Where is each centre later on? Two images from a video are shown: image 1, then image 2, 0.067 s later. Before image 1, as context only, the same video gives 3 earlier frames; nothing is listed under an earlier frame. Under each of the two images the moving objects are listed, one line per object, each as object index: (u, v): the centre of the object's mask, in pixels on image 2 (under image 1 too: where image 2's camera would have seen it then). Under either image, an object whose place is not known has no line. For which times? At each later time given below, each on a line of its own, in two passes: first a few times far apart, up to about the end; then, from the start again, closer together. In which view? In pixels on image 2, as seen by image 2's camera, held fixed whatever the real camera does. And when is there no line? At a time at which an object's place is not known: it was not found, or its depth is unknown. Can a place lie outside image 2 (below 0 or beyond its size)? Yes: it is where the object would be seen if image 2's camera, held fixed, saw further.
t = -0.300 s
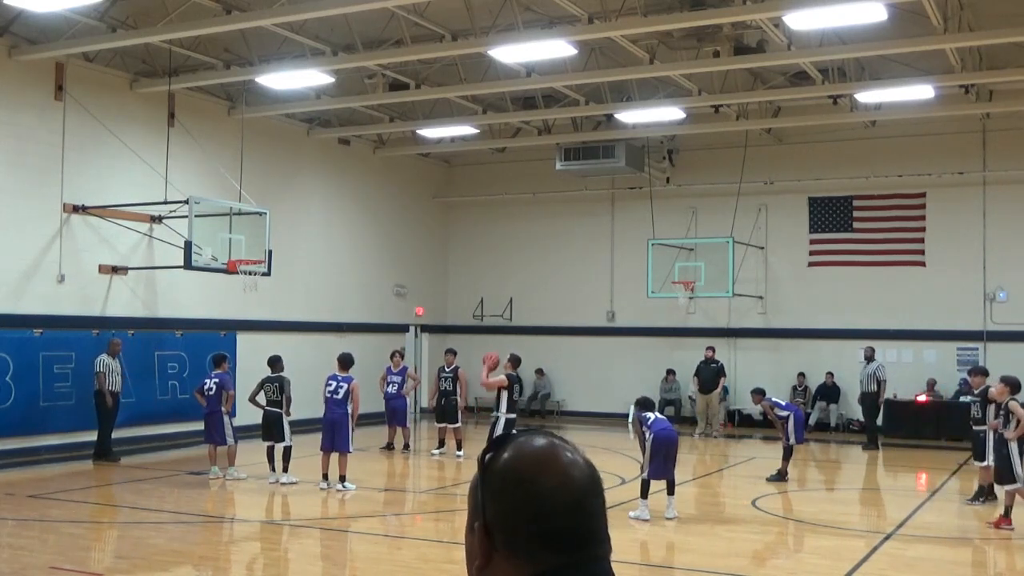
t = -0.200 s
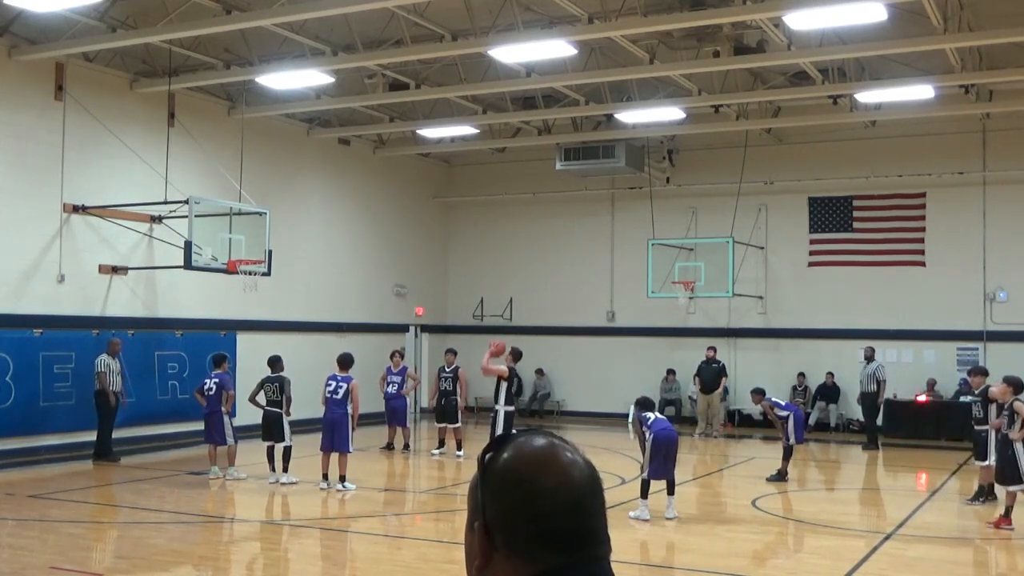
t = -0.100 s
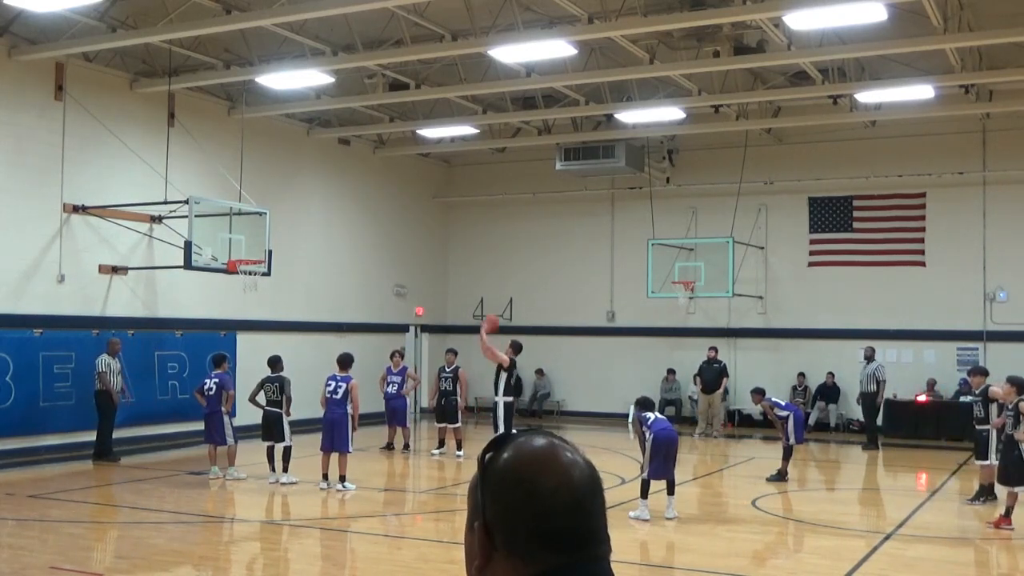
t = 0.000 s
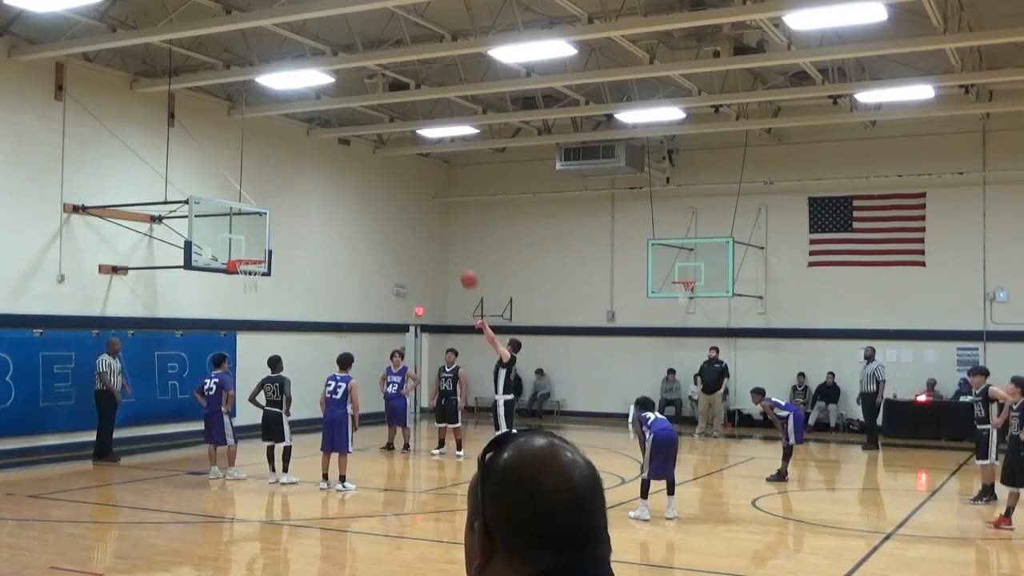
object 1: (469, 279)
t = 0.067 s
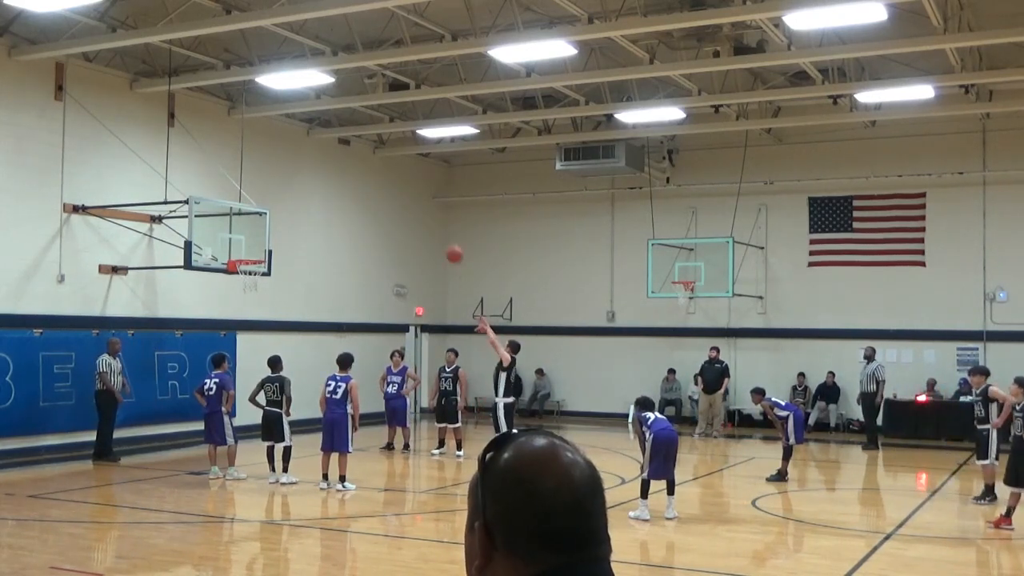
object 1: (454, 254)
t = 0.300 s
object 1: (405, 197)
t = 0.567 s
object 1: (353, 180)
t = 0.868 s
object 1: (299, 215)
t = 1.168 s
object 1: (297, 263)
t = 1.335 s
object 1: (330, 283)
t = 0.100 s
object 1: (447, 243)
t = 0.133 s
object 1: (440, 233)
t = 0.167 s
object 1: (433, 224)
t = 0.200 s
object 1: (426, 216)
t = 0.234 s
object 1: (419, 209)
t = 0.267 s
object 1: (412, 203)
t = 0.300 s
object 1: (405, 197)
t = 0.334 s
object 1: (399, 193)
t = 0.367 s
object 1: (392, 189)
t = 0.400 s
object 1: (385, 185)
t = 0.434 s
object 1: (378, 183)
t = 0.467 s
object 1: (372, 181)
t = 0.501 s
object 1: (365, 180)
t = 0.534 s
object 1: (359, 180)
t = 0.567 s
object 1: (353, 180)
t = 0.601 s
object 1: (346, 181)
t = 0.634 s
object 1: (340, 183)
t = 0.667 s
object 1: (334, 186)
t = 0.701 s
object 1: (328, 189)
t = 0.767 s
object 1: (316, 198)
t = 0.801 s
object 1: (310, 203)
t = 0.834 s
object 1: (304, 209)
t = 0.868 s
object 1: (299, 215)
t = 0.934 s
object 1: (287, 231)
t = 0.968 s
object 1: (281, 239)
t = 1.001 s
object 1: (276, 248)
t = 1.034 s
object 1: (272, 257)
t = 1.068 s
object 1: (276, 259)
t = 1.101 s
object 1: (283, 260)
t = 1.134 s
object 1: (290, 261)
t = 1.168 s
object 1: (297, 263)
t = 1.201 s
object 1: (304, 266)
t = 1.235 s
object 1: (311, 269)
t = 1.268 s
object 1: (317, 273)
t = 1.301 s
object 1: (323, 277)
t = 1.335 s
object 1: (330, 283)
